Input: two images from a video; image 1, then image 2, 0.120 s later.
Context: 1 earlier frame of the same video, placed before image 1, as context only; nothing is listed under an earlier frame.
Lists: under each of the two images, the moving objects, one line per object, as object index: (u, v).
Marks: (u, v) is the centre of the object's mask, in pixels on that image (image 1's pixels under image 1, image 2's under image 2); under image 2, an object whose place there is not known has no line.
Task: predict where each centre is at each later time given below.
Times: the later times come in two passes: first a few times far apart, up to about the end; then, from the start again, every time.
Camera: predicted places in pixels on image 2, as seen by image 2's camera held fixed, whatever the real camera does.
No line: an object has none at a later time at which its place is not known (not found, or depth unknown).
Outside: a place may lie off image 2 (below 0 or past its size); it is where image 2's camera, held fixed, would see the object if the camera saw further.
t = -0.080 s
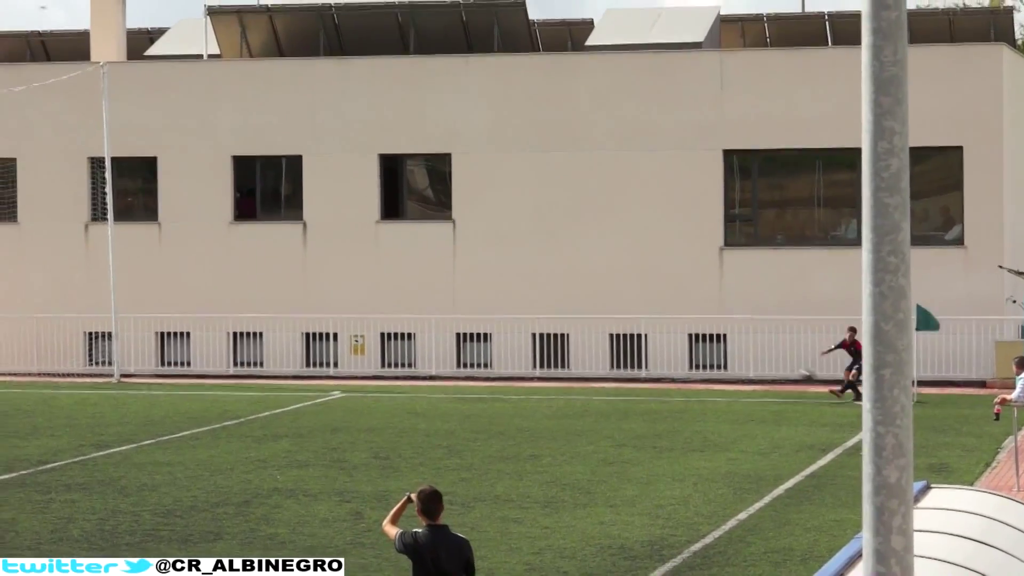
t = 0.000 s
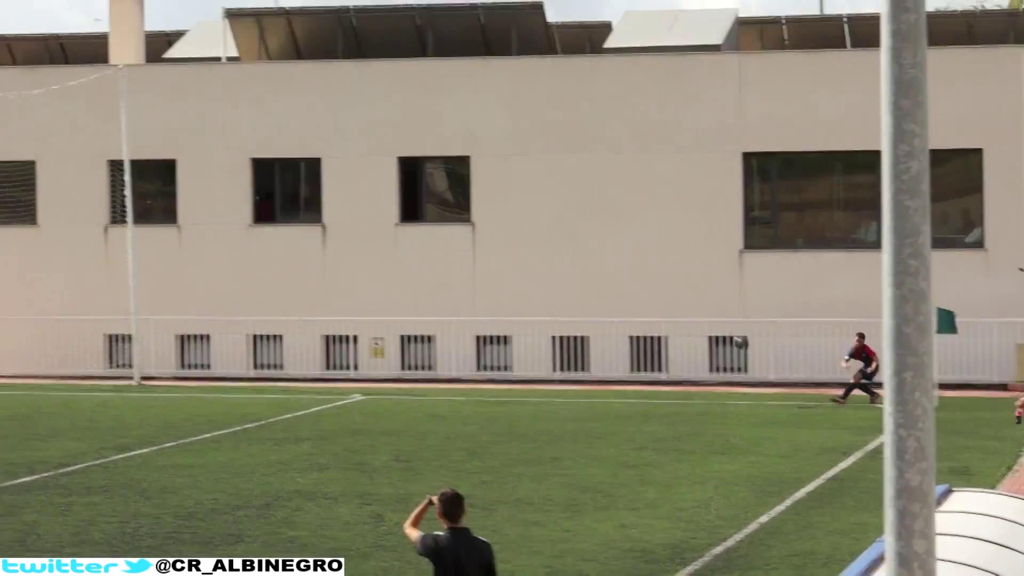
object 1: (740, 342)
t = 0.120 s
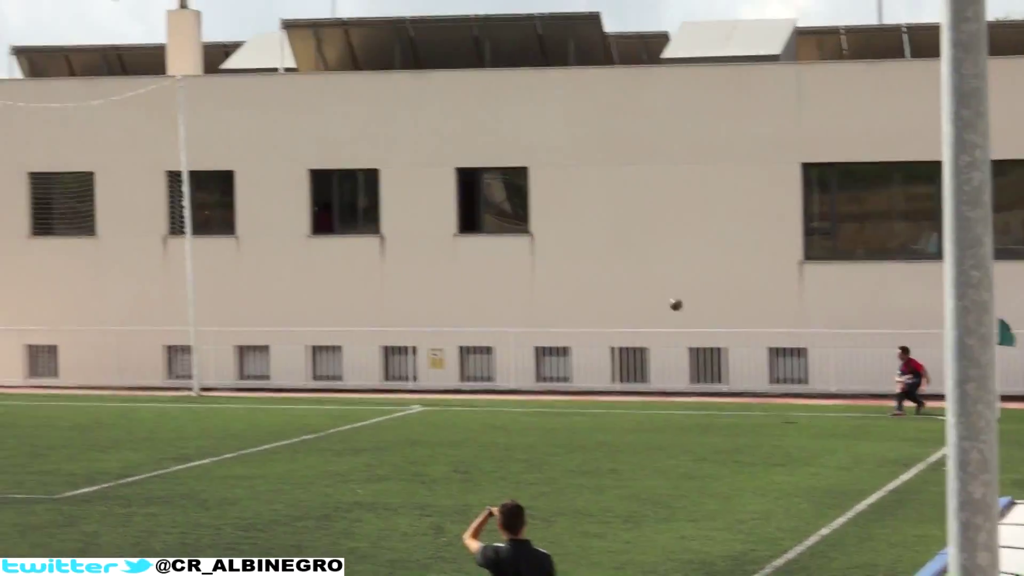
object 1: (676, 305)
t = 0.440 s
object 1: (381, 201)
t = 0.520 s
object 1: (313, 183)
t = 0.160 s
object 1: (636, 289)
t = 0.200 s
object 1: (596, 275)
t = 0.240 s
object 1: (559, 261)
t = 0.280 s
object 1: (522, 247)
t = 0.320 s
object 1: (485, 235)
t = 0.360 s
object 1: (451, 222)
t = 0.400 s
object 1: (416, 212)
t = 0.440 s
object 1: (381, 201)
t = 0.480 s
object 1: (347, 192)
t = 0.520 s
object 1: (313, 183)
